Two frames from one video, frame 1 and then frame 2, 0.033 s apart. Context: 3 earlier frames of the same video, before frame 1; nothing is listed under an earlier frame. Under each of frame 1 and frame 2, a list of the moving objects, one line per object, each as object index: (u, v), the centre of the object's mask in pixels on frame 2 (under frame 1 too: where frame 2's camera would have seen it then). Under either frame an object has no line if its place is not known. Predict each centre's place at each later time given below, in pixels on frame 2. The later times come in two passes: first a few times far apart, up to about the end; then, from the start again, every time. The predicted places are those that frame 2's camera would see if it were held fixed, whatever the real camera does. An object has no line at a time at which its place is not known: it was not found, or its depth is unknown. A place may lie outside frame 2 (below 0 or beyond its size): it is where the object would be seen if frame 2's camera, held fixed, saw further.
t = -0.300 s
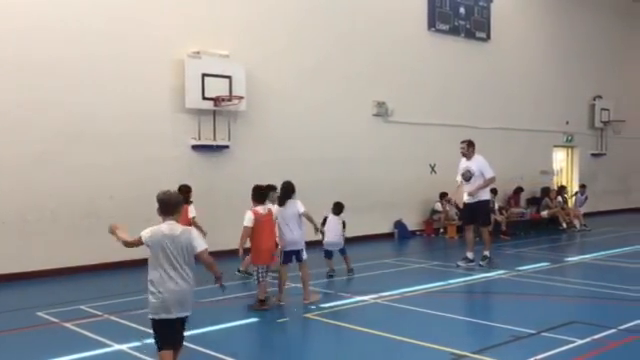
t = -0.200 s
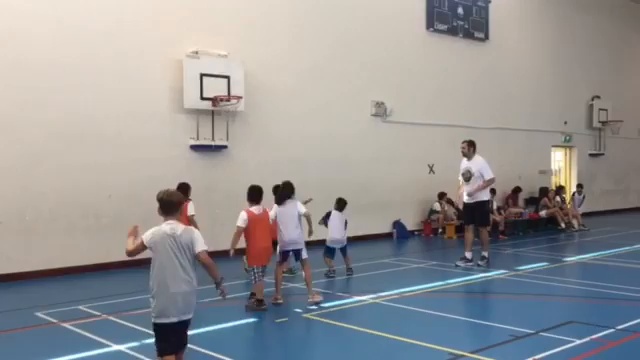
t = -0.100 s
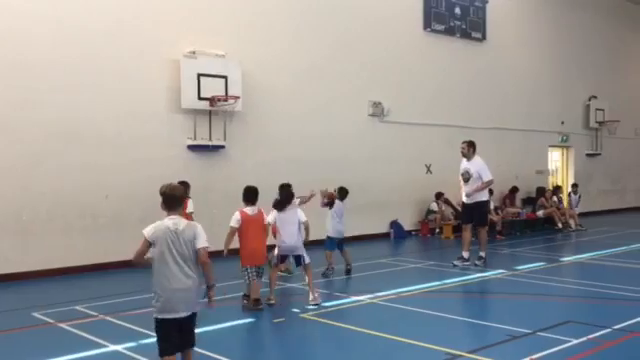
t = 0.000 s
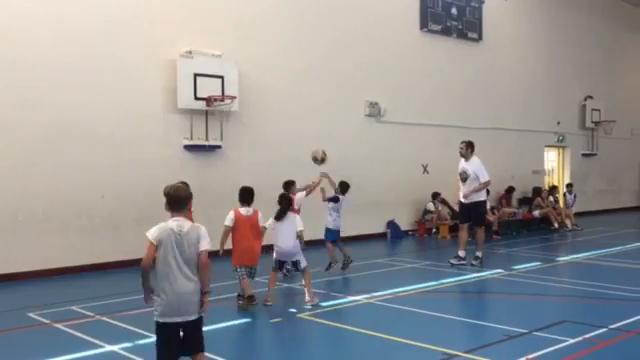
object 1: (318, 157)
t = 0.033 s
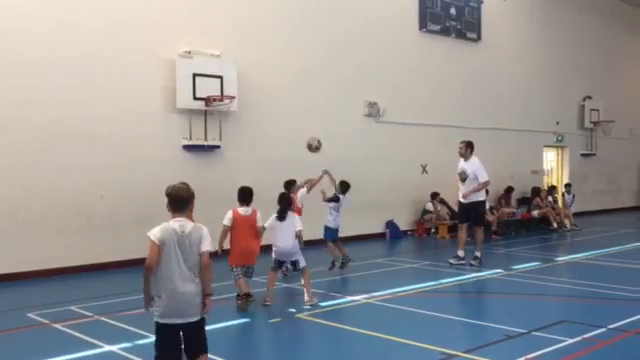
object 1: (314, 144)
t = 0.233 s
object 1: (288, 88)
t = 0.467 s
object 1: (261, 56)
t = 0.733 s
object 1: (232, 58)
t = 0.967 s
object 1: (212, 90)
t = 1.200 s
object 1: (232, 83)
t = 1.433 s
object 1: (250, 92)
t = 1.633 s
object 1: (266, 128)
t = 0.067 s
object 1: (309, 133)
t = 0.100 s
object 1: (305, 123)
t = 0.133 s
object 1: (301, 113)
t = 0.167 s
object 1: (297, 104)
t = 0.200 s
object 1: (292, 96)
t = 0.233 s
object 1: (288, 88)
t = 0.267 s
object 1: (284, 82)
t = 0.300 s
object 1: (280, 76)
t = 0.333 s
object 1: (277, 70)
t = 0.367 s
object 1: (273, 65)
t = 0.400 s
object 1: (269, 62)
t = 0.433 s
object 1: (265, 58)
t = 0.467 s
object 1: (261, 56)
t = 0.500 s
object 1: (257, 53)
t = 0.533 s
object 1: (254, 52)
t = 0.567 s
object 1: (250, 52)
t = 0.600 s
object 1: (247, 52)
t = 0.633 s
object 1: (243, 52)
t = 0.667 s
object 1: (239, 53)
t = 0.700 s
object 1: (236, 55)
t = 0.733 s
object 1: (232, 58)
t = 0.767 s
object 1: (228, 61)
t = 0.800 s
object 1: (225, 65)
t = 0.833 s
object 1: (222, 69)
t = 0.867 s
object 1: (218, 74)
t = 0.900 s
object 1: (215, 80)
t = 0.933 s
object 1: (210, 87)
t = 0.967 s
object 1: (212, 90)
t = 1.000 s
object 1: (215, 89)
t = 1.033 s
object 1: (218, 89)
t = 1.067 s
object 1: (222, 89)
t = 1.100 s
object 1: (225, 89)
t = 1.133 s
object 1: (227, 87)
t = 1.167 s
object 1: (229, 85)
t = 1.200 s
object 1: (232, 83)
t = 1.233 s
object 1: (234, 83)
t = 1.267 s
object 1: (237, 83)
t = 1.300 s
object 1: (239, 83)
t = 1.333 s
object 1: (242, 84)
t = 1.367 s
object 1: (244, 86)
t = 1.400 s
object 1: (247, 89)
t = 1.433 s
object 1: (250, 92)
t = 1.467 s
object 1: (252, 96)
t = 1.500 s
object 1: (255, 101)
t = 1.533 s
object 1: (258, 107)
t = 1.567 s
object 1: (260, 113)
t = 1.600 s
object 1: (263, 121)
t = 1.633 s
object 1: (266, 128)
